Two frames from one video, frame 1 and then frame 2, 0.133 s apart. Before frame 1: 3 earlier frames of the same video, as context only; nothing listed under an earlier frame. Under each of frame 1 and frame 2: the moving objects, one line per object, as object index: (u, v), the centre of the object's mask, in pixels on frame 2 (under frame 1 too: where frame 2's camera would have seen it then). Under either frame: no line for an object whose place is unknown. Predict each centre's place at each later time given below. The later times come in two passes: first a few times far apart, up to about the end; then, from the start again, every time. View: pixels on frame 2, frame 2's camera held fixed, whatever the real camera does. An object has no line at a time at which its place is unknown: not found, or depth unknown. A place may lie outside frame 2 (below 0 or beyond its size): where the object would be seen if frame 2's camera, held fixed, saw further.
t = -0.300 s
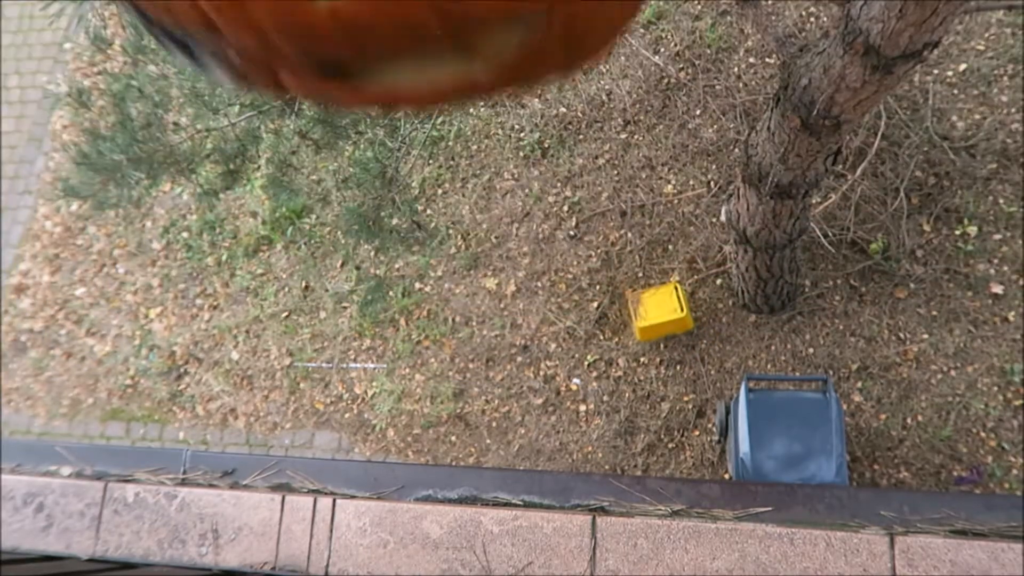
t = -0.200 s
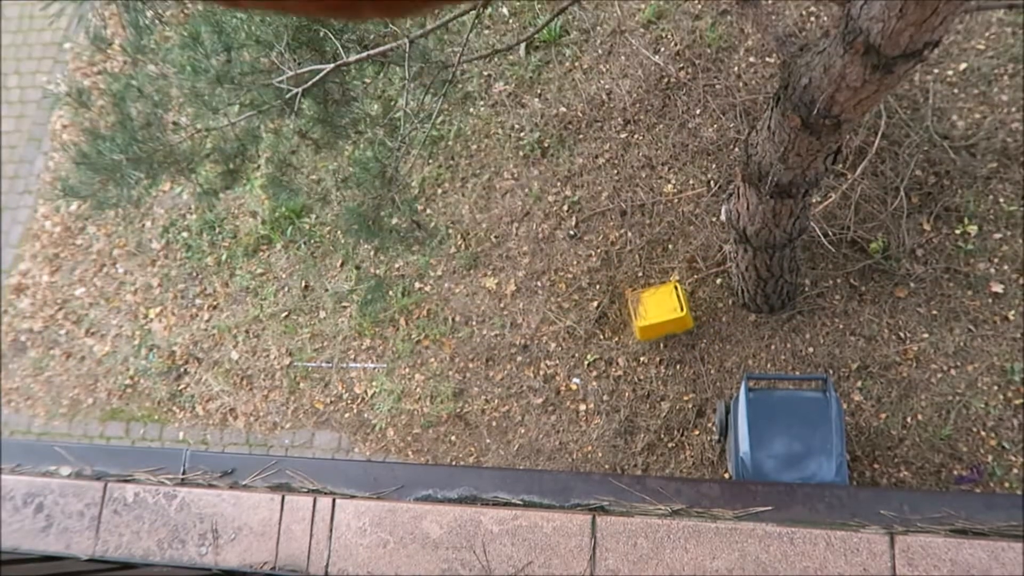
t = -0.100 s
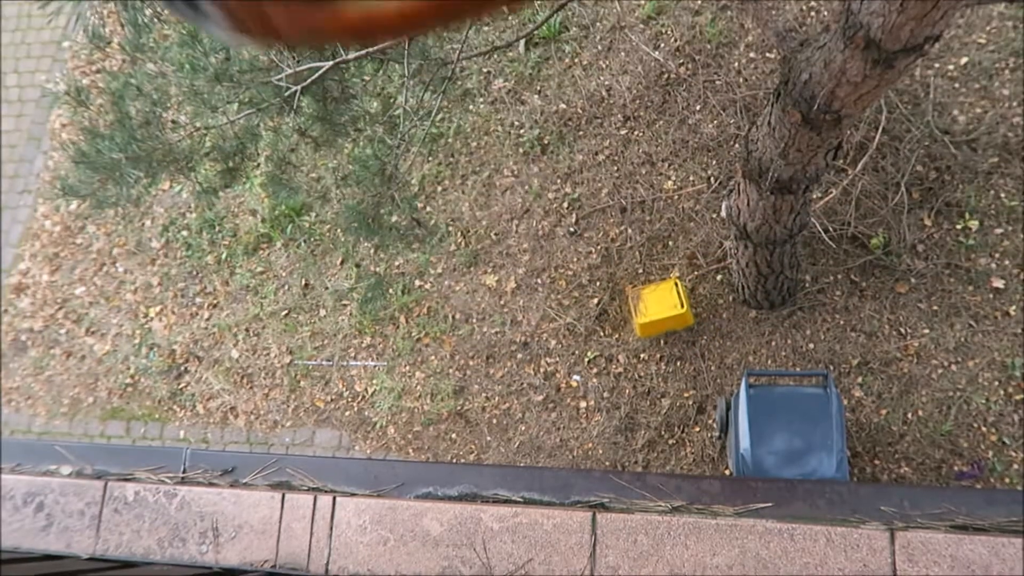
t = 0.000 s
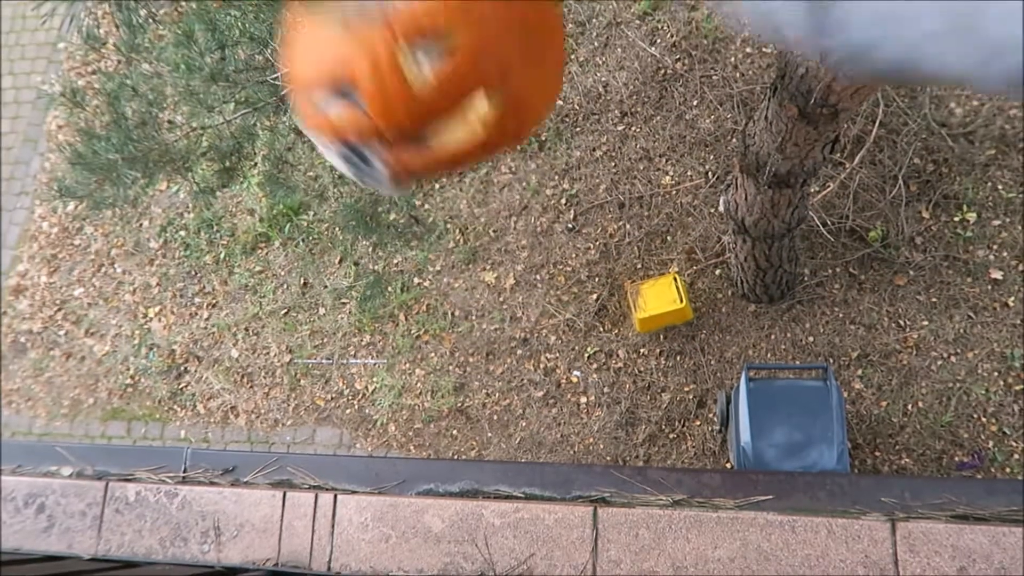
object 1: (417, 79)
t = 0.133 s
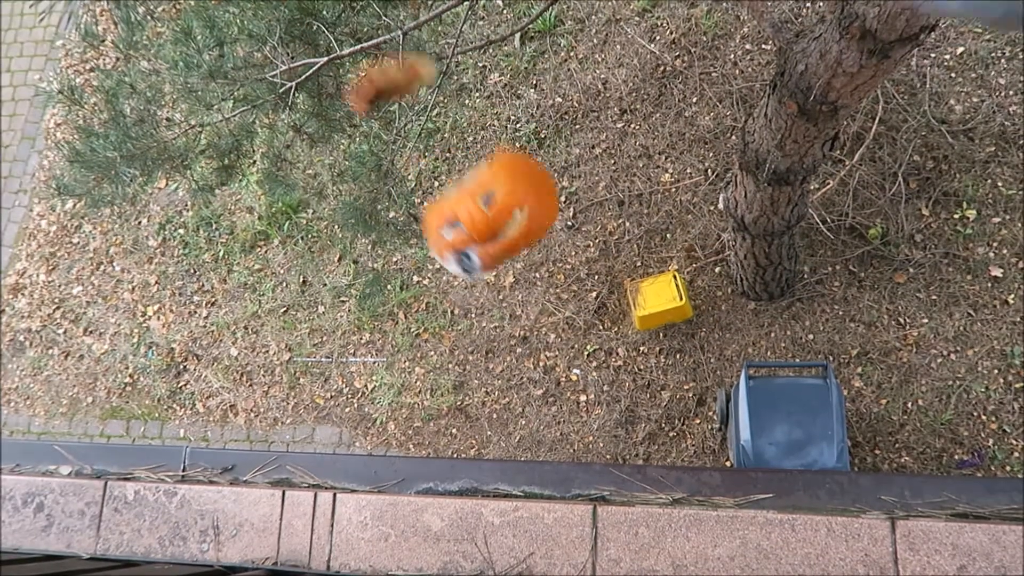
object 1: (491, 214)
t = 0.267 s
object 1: (525, 284)
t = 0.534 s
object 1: (565, 356)
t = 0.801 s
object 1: (572, 364)
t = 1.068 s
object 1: (573, 368)
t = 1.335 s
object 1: (573, 368)
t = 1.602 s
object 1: (573, 368)
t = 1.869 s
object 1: (573, 368)
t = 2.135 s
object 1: (573, 368)
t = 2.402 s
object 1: (573, 368)
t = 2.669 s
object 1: (573, 368)
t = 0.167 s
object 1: (502, 236)
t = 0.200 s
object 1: (511, 255)
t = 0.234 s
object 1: (518, 271)
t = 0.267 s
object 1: (525, 284)
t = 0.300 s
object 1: (531, 297)
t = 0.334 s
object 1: (538, 309)
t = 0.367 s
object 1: (544, 319)
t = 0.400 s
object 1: (549, 329)
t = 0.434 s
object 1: (553, 337)
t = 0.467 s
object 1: (558, 344)
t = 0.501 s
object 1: (563, 351)
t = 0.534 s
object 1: (565, 356)
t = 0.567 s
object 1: (570, 362)
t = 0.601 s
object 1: (574, 368)
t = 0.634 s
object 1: (577, 369)
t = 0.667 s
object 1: (575, 367)
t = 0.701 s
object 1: (574, 366)
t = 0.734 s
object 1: (573, 365)
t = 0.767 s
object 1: (572, 364)
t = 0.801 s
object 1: (572, 364)
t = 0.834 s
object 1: (572, 365)
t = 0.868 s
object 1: (573, 367)
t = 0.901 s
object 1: (573, 368)
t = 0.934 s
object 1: (573, 368)
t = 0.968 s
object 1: (573, 368)
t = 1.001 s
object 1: (573, 368)
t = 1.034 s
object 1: (573, 368)
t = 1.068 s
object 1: (573, 368)
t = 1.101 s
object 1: (573, 368)
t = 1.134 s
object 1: (573, 368)
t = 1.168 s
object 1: (573, 368)
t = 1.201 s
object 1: (573, 368)
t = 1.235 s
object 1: (573, 368)
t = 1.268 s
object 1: (573, 368)
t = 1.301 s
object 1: (573, 368)
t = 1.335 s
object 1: (573, 368)
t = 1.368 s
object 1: (573, 368)
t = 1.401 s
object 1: (573, 368)
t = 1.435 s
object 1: (573, 368)
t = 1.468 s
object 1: (573, 368)
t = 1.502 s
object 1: (573, 368)
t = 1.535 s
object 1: (573, 368)
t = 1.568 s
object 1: (573, 368)
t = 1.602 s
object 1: (573, 368)
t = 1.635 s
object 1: (573, 368)
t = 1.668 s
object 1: (573, 368)
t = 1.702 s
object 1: (573, 368)
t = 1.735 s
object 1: (573, 368)
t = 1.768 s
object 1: (573, 368)
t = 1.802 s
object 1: (573, 368)
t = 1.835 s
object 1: (573, 368)
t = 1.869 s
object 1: (573, 368)
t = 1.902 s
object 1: (573, 368)
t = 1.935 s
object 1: (573, 368)
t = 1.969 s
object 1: (573, 368)
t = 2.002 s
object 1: (573, 368)
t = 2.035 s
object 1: (573, 368)
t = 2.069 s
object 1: (573, 368)
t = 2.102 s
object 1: (573, 368)
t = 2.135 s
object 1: (573, 368)
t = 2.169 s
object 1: (573, 368)
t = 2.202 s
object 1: (573, 368)
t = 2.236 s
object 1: (573, 368)
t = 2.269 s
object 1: (573, 368)
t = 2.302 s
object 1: (573, 368)
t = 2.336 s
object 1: (573, 368)
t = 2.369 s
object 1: (573, 368)
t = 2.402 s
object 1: (573, 368)
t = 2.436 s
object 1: (573, 368)
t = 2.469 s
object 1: (573, 368)
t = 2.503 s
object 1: (573, 368)
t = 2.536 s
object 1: (573, 368)
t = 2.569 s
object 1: (573, 368)
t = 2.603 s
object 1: (573, 368)
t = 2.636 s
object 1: (573, 368)
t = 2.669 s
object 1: (573, 368)
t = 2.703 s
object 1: (573, 368)
